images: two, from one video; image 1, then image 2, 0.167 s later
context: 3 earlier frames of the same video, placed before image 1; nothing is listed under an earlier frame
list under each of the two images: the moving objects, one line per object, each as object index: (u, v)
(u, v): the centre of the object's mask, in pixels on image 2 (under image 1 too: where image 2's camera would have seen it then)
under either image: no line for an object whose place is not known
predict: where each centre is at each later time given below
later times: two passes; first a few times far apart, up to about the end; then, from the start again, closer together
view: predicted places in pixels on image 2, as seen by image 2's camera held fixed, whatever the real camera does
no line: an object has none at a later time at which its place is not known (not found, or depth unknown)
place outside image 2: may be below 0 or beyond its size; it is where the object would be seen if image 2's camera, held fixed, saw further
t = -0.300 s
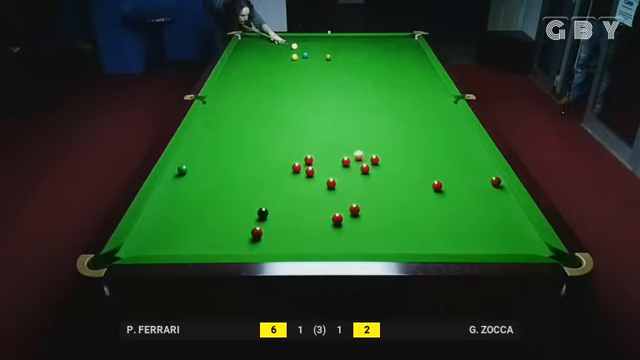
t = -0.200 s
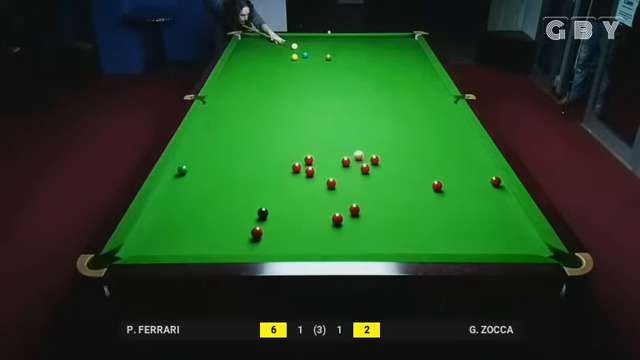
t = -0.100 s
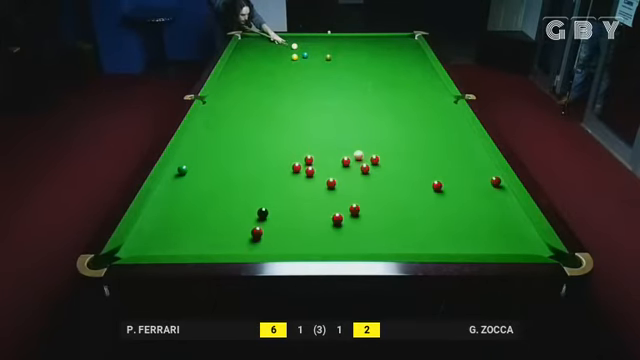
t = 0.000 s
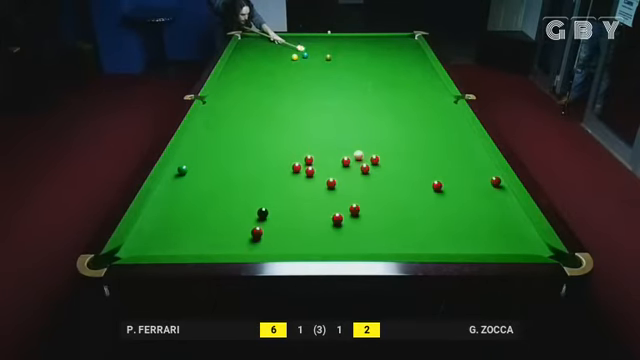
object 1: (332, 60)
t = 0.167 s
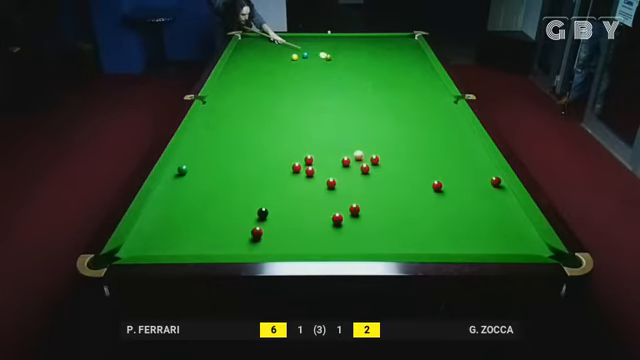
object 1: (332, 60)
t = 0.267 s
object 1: (338, 60)
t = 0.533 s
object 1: (361, 68)
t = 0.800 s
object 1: (383, 76)
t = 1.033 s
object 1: (404, 83)
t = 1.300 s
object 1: (429, 91)
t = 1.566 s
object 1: (455, 99)
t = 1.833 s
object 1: (449, 98)
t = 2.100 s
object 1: (442, 101)
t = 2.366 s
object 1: (434, 103)
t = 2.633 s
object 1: (428, 105)
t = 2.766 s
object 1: (425, 106)
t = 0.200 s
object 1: (330, 58)
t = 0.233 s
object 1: (334, 59)
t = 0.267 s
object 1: (338, 60)
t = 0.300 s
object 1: (341, 61)
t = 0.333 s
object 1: (344, 62)
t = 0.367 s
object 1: (347, 63)
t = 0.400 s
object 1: (350, 64)
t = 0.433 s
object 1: (352, 65)
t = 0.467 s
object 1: (355, 66)
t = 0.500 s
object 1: (358, 67)
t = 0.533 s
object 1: (361, 68)
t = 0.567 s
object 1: (364, 69)
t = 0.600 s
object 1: (366, 70)
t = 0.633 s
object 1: (369, 71)
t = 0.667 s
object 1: (372, 72)
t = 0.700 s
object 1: (374, 73)
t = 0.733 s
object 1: (377, 74)
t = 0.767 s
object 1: (380, 75)
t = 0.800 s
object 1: (383, 76)
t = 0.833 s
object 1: (386, 77)
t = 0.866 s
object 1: (389, 78)
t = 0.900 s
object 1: (392, 79)
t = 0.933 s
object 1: (395, 80)
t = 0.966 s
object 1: (398, 81)
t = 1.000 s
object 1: (401, 82)
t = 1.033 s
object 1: (404, 83)
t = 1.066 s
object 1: (407, 84)
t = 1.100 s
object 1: (410, 85)
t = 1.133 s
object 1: (414, 86)
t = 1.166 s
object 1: (417, 87)
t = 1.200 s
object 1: (419, 88)
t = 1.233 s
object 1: (423, 89)
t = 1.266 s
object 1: (426, 90)
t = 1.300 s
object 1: (429, 91)
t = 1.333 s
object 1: (433, 92)
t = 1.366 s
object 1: (436, 93)
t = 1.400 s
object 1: (439, 95)
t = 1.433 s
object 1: (442, 96)
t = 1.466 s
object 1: (446, 97)
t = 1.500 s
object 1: (449, 98)
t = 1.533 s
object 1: (453, 99)
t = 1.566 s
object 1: (455, 99)
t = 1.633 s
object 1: (455, 99)
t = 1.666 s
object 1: (455, 98)
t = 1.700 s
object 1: (455, 98)
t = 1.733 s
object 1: (454, 98)
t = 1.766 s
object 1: (452, 99)
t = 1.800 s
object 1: (451, 99)
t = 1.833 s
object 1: (449, 98)
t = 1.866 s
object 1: (448, 99)
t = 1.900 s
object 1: (448, 99)
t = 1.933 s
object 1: (447, 99)
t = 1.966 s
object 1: (446, 99)
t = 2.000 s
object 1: (444, 100)
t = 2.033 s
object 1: (444, 100)
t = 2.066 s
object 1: (443, 100)
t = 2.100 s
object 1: (442, 101)
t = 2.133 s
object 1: (441, 101)
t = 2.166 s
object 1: (440, 101)
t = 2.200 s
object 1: (439, 101)
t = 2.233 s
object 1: (438, 102)
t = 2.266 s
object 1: (437, 102)
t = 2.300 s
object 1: (436, 102)
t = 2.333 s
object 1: (435, 102)
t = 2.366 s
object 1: (434, 103)
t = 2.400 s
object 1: (434, 103)
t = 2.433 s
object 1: (433, 103)
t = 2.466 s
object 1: (432, 103)
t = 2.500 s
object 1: (431, 104)
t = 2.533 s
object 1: (430, 104)
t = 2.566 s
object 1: (430, 104)
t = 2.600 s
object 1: (429, 104)
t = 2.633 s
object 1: (428, 105)
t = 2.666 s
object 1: (427, 105)
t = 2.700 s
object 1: (427, 105)
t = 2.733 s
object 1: (426, 105)
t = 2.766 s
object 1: (425, 106)
